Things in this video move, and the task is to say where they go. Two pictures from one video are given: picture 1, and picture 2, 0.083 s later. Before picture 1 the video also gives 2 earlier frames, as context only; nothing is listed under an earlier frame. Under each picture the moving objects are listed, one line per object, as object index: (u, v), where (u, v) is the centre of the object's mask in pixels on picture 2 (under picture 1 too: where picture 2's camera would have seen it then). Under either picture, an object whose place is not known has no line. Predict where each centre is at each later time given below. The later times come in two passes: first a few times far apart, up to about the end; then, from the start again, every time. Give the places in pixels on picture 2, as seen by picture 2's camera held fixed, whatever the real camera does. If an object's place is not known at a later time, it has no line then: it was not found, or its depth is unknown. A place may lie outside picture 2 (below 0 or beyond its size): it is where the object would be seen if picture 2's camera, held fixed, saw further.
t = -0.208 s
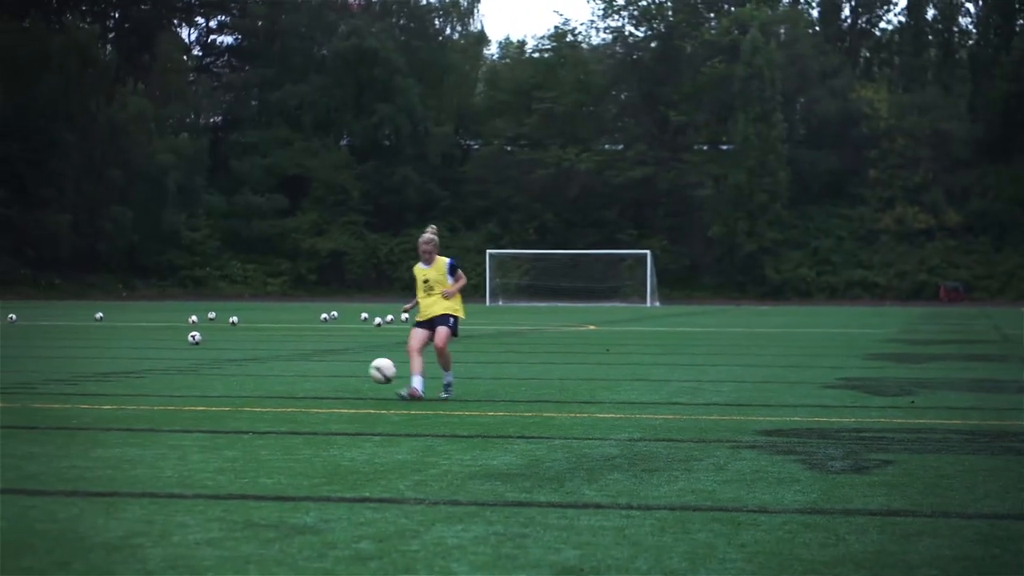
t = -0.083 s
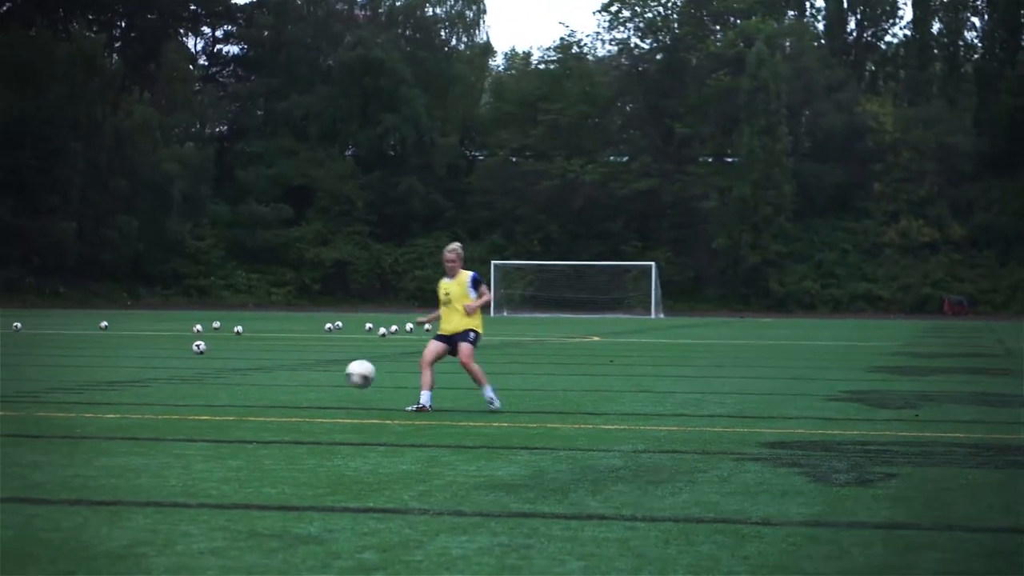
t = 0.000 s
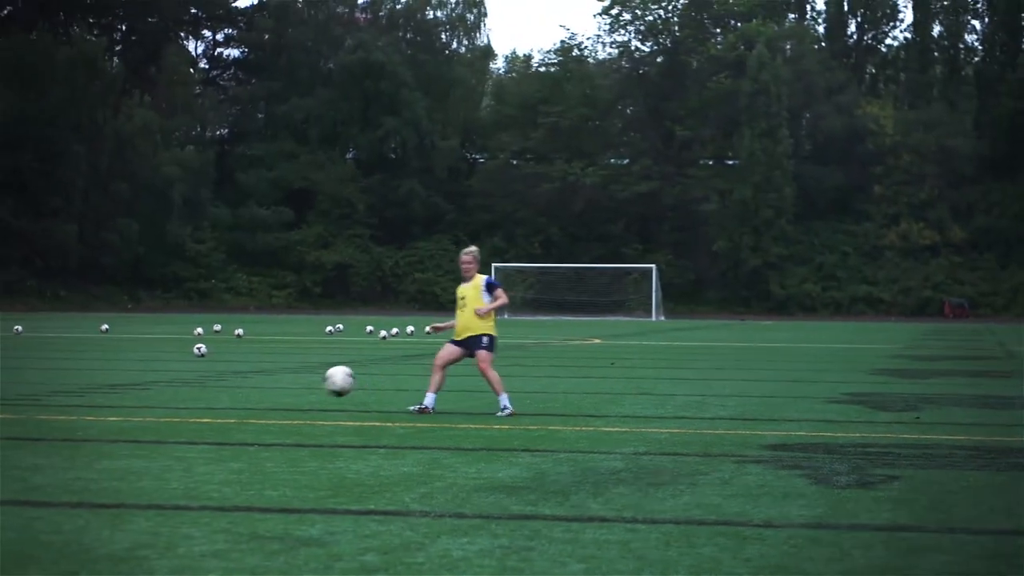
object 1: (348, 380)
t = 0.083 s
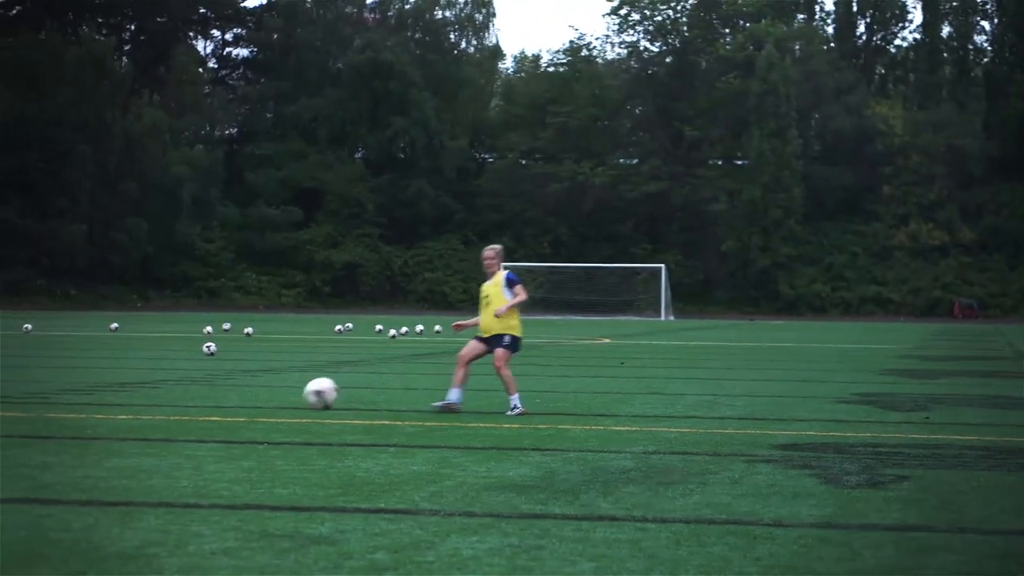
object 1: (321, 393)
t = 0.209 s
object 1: (268, 437)
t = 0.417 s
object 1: (152, 442)
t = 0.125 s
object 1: (304, 405)
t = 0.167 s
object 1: (288, 418)
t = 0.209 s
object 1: (268, 437)
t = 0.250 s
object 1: (246, 452)
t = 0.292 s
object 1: (226, 444)
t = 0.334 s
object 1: (204, 440)
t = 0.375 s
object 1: (179, 440)
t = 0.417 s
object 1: (152, 442)
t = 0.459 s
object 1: (125, 448)
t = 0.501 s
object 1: (94, 458)
